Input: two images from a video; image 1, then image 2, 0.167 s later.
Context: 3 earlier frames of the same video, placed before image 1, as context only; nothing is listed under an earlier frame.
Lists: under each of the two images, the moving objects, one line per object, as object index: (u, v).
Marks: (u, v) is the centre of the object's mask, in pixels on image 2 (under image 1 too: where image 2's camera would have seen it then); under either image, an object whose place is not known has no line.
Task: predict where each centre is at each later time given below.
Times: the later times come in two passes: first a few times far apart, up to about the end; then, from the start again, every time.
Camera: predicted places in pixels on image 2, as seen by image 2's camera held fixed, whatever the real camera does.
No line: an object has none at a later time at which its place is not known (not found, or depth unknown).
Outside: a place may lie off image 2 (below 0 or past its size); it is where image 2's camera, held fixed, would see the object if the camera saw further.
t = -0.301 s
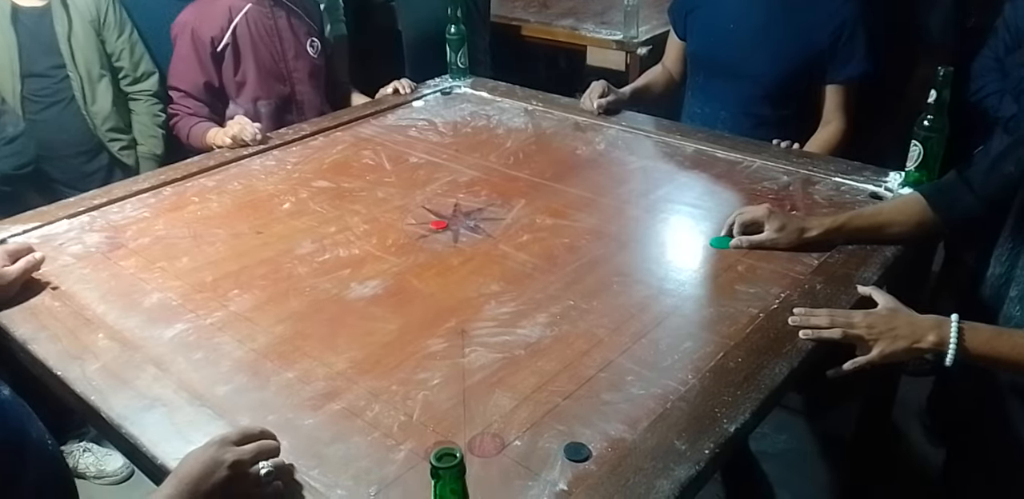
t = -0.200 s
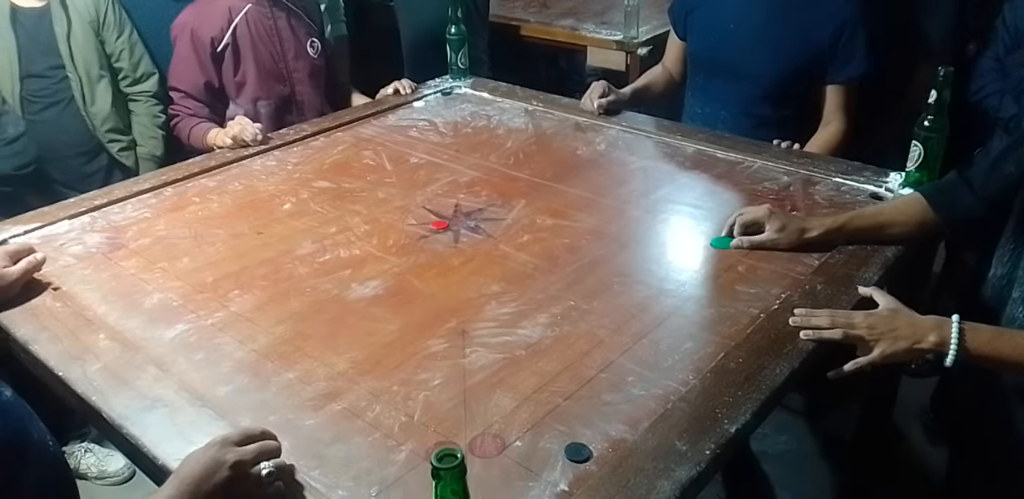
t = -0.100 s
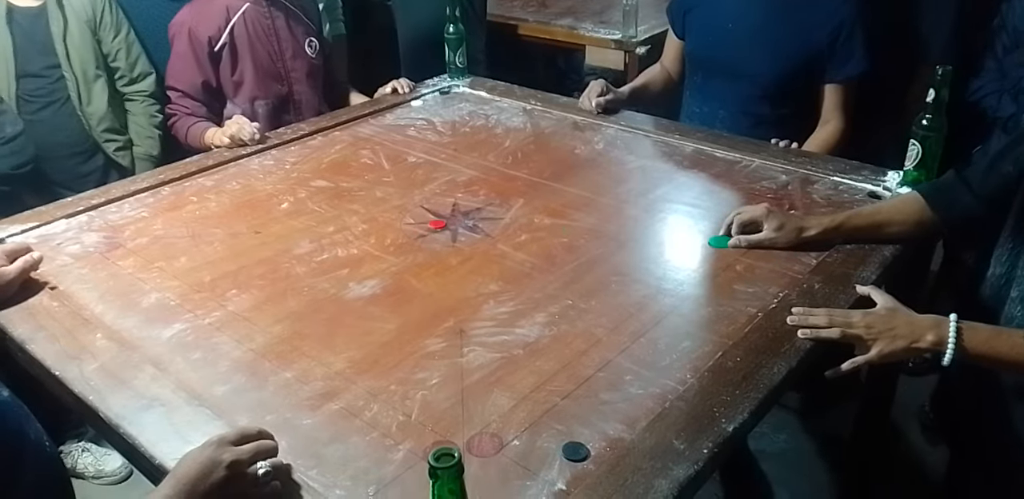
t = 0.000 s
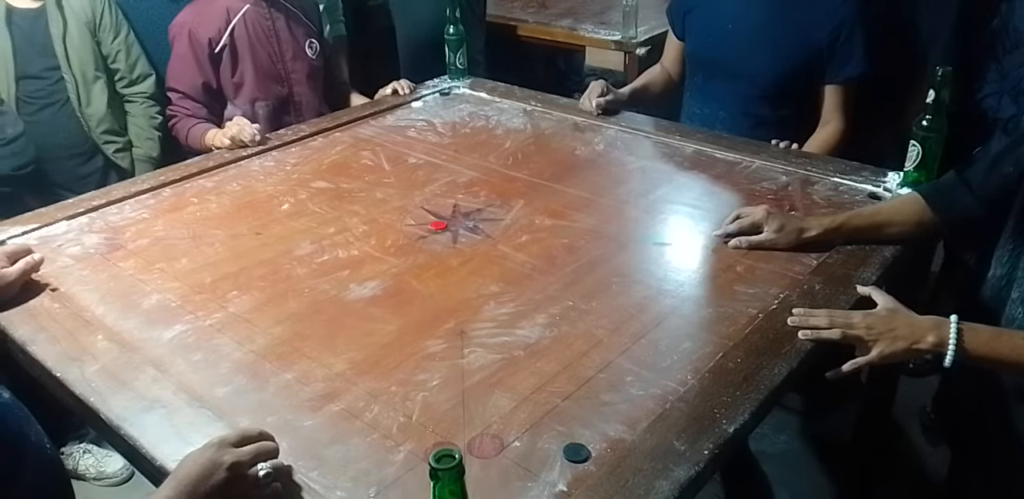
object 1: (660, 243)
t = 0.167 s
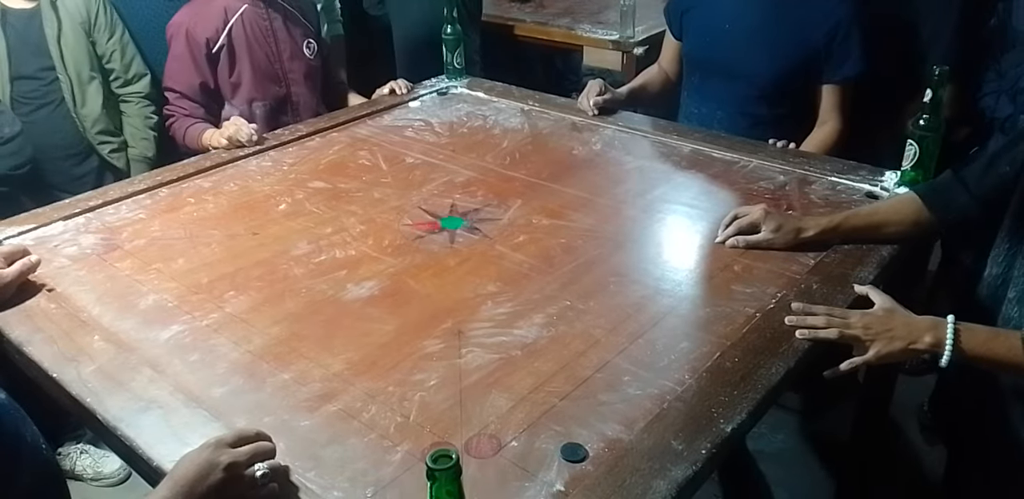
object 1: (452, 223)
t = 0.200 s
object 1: (442, 219)
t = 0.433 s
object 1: (402, 203)
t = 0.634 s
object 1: (393, 200)
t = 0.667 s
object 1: (393, 200)
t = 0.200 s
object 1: (442, 219)
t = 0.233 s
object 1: (434, 216)
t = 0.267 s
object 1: (427, 213)
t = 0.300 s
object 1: (421, 211)
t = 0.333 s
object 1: (415, 209)
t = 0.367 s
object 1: (410, 207)
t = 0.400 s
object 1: (406, 205)
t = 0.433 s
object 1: (402, 203)
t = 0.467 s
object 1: (399, 202)
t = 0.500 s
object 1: (396, 201)
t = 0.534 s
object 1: (394, 201)
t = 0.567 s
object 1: (393, 200)
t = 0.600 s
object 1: (393, 200)
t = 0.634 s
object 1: (393, 200)
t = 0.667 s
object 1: (393, 200)
